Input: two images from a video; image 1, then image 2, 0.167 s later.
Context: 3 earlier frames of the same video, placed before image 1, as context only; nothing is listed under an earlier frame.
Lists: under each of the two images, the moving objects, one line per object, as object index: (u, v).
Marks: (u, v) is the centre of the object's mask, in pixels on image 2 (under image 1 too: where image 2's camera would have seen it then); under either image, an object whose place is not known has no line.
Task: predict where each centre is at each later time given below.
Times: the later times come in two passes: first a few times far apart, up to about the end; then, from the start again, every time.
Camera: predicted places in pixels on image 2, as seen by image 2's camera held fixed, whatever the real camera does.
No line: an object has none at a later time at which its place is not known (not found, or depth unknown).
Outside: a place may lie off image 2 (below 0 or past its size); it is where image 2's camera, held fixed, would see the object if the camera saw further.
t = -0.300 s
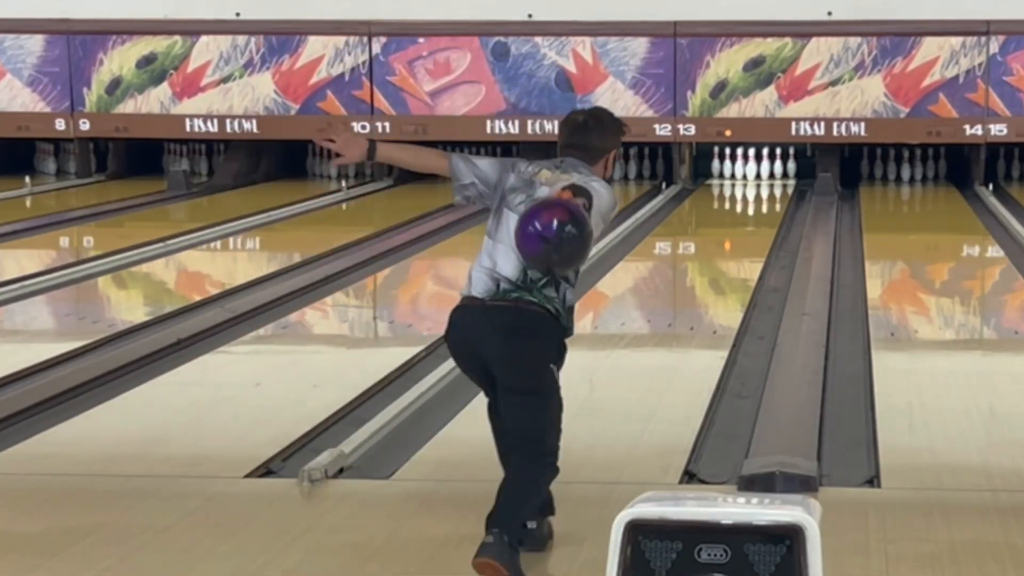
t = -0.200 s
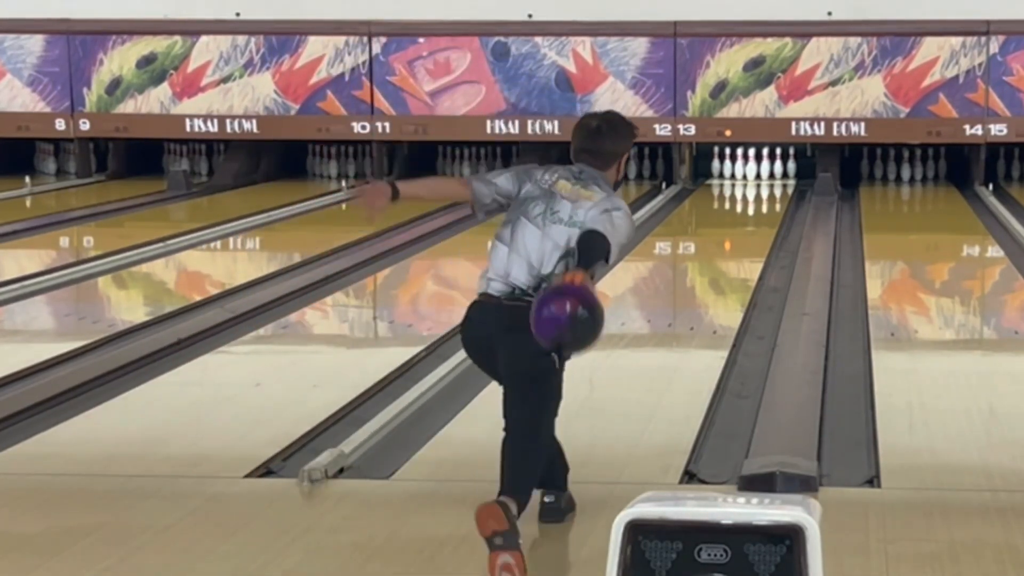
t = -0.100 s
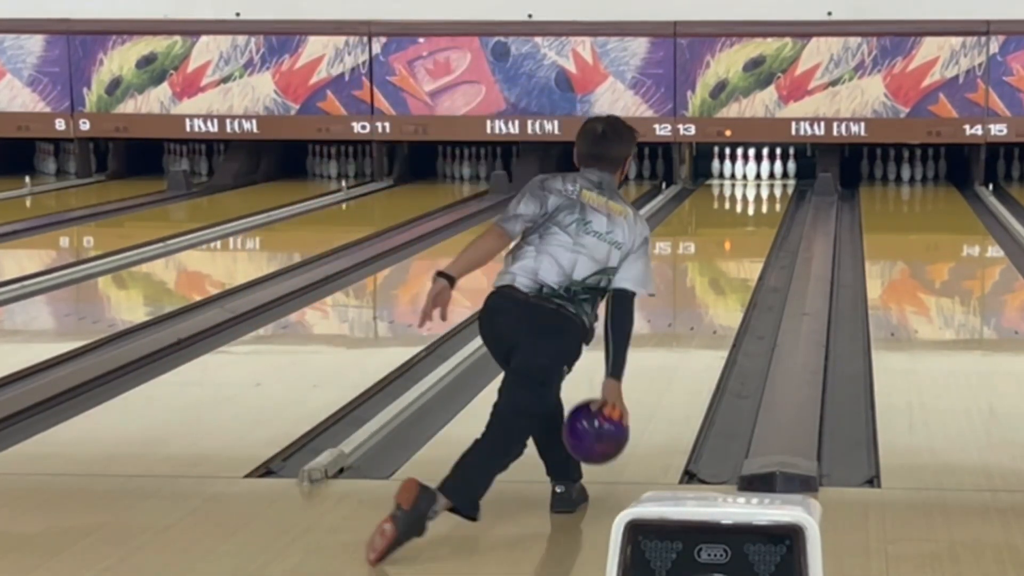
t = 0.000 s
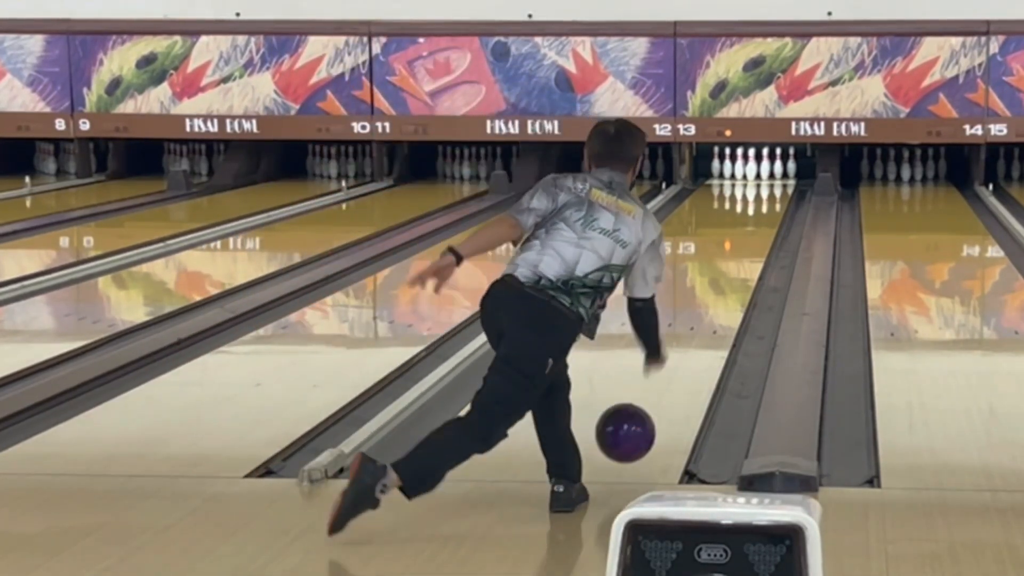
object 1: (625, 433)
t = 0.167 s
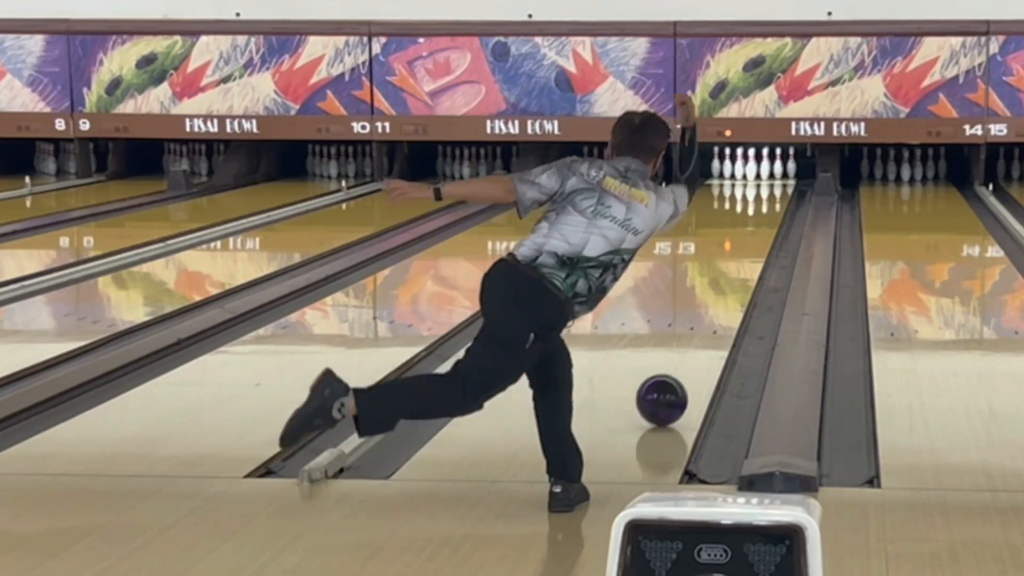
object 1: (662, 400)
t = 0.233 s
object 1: (673, 381)
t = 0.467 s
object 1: (706, 330)
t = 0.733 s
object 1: (730, 288)
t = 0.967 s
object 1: (745, 261)
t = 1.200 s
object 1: (755, 241)
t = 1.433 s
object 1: (763, 224)
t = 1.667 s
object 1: (767, 210)
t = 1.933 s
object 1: (770, 196)
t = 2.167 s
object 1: (769, 186)
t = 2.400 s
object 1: (764, 178)
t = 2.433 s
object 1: (763, 177)
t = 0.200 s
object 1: (668, 390)
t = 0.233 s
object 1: (673, 381)
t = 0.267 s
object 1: (679, 373)
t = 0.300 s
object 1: (684, 364)
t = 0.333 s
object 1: (689, 357)
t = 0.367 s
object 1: (693, 350)
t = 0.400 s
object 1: (698, 343)
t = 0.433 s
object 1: (702, 336)
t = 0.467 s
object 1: (706, 330)
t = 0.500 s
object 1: (709, 324)
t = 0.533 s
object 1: (713, 318)
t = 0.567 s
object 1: (716, 312)
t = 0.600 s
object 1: (719, 307)
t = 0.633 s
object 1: (722, 302)
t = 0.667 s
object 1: (725, 297)
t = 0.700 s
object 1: (728, 293)
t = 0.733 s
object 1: (730, 288)
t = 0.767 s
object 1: (733, 284)
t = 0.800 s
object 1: (735, 280)
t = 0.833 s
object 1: (737, 276)
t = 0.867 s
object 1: (739, 272)
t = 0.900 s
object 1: (742, 268)
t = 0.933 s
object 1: (743, 265)
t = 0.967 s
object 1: (745, 261)
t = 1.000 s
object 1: (747, 258)
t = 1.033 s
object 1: (748, 256)
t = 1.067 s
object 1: (749, 253)
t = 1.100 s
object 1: (751, 250)
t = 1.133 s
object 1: (753, 247)
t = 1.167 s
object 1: (754, 244)
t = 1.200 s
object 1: (755, 241)
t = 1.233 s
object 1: (756, 238)
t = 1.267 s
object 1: (758, 236)
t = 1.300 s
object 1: (759, 233)
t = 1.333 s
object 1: (760, 231)
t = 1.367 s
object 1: (761, 228)
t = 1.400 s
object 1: (762, 226)
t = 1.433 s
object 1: (763, 224)
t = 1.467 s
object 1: (764, 222)
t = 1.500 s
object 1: (764, 219)
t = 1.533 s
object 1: (765, 217)
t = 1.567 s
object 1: (766, 215)
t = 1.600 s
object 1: (766, 213)
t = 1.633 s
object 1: (767, 211)
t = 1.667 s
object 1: (767, 210)
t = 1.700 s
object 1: (768, 208)
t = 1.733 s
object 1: (768, 206)
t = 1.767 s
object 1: (769, 204)
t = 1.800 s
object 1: (769, 202)
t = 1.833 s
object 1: (770, 201)
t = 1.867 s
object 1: (770, 199)
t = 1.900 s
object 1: (770, 198)
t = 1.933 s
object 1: (770, 196)
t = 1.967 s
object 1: (770, 194)
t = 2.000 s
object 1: (770, 193)
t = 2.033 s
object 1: (770, 192)
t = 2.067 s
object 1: (770, 190)
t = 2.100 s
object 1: (769, 189)
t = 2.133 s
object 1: (769, 188)
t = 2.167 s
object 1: (769, 186)
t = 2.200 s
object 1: (768, 185)
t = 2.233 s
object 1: (768, 184)
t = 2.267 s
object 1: (767, 183)
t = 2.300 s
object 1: (767, 181)
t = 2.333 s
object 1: (765, 180)
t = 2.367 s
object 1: (765, 179)
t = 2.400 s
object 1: (764, 178)
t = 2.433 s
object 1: (763, 177)
